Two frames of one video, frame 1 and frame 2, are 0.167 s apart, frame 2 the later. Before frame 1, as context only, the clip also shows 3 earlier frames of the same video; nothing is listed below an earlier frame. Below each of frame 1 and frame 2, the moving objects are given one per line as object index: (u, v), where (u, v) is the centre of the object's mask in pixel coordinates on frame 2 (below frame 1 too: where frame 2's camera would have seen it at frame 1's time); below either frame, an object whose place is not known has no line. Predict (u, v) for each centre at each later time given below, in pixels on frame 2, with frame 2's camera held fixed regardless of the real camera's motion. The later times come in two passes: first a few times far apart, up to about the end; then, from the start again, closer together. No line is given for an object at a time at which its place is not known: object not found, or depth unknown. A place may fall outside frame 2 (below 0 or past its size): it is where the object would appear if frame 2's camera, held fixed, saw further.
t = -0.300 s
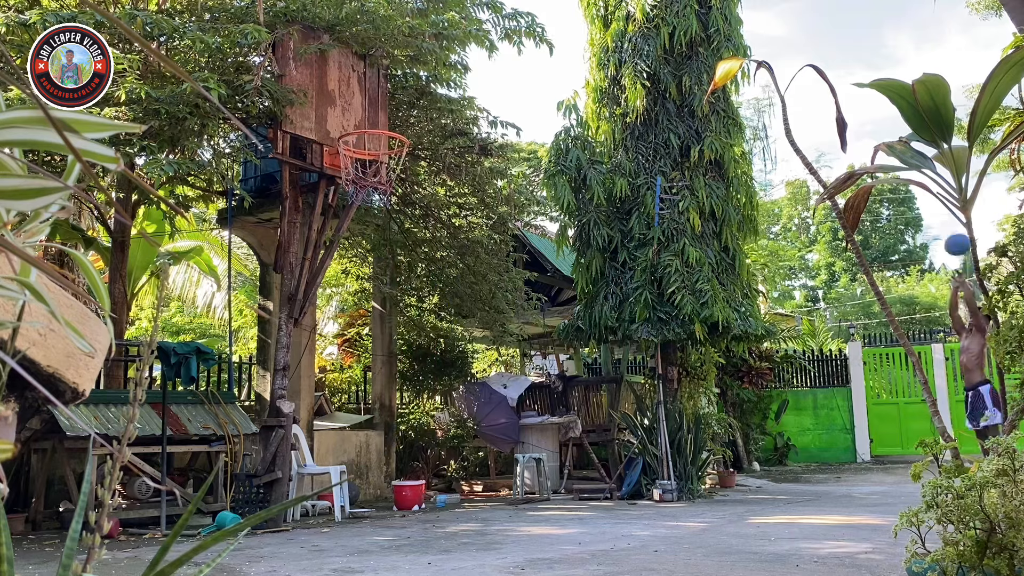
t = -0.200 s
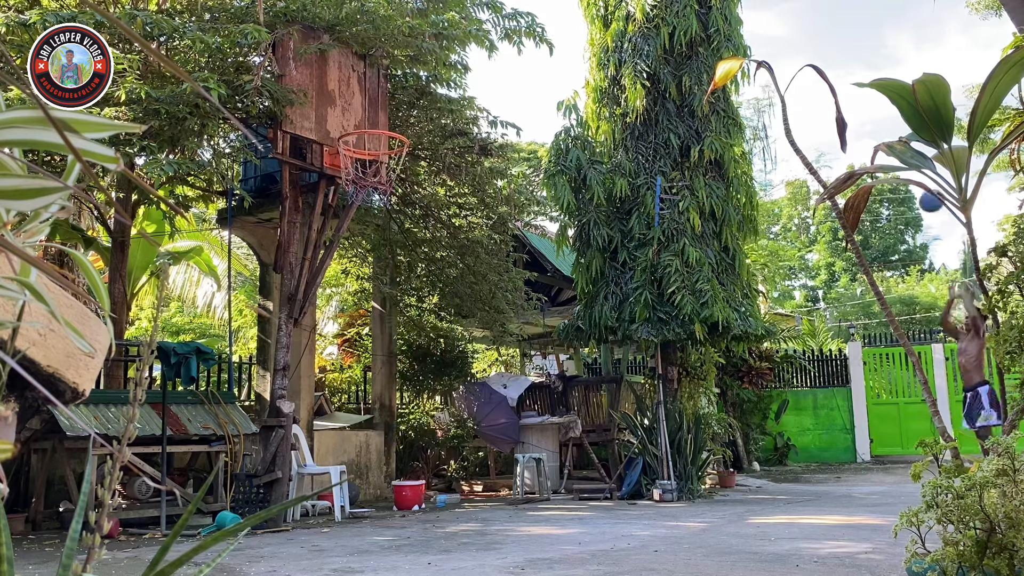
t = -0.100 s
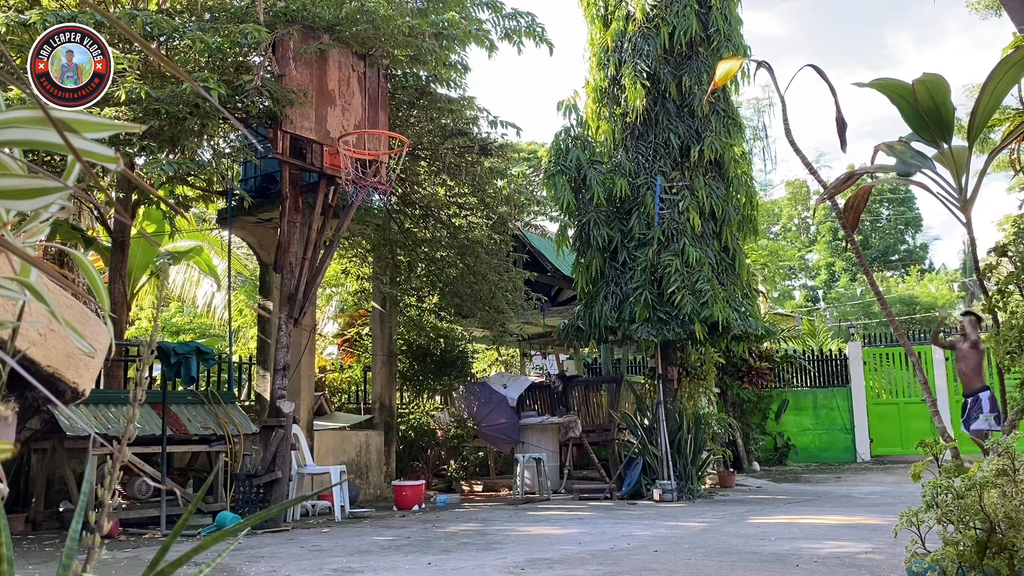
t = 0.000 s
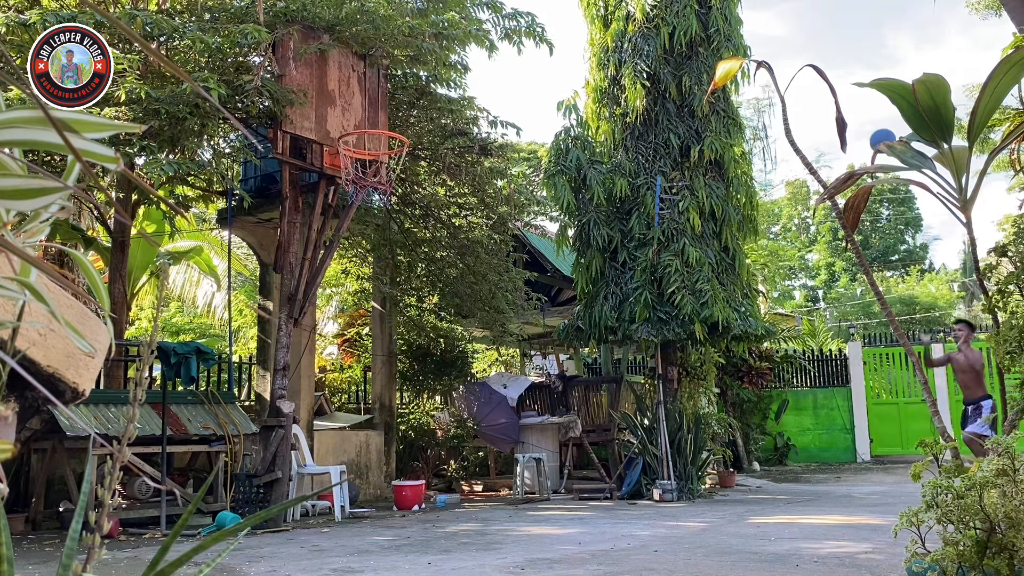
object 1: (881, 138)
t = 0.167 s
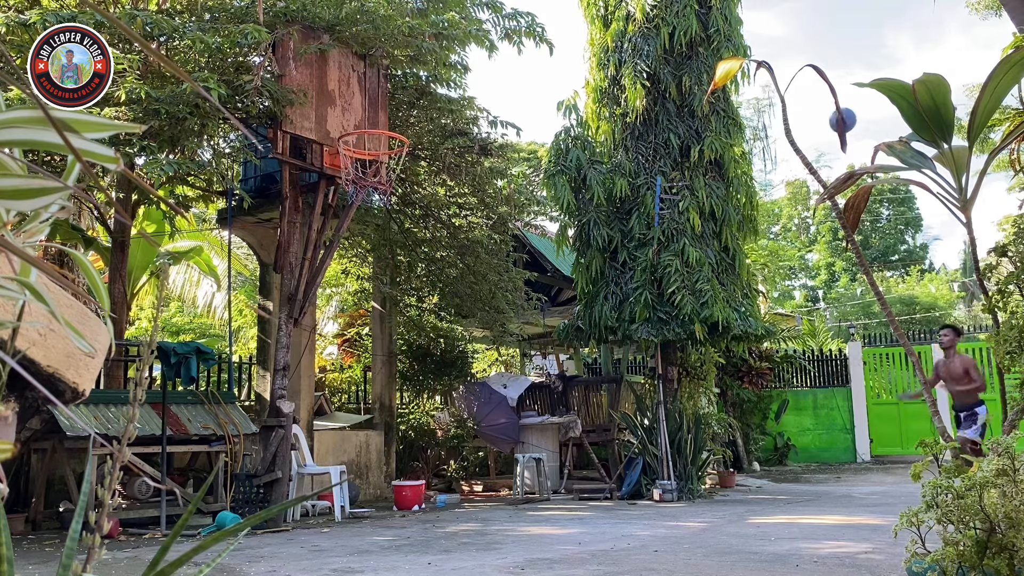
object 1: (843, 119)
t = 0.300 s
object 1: (811, 124)
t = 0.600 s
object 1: (740, 206)
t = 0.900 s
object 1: (664, 414)
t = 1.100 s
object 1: (625, 410)
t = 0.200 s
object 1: (830, 120)
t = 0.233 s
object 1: (825, 120)
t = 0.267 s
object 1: (819, 121)
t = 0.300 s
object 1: (811, 124)
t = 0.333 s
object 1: (803, 128)
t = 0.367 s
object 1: (799, 131)
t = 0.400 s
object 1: (787, 140)
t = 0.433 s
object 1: (779, 147)
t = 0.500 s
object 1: (764, 166)
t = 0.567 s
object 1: (748, 191)
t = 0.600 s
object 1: (740, 206)
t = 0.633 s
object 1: (732, 222)
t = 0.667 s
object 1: (723, 240)
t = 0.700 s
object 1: (715, 258)
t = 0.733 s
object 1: (706, 280)
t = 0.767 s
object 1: (698, 303)
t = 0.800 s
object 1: (690, 327)
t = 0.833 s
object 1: (681, 354)
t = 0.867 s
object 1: (673, 383)
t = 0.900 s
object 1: (664, 414)
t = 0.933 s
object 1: (655, 447)
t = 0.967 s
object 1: (645, 483)
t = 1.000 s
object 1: (639, 496)
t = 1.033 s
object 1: (635, 465)
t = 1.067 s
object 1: (630, 437)
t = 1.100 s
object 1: (625, 410)
